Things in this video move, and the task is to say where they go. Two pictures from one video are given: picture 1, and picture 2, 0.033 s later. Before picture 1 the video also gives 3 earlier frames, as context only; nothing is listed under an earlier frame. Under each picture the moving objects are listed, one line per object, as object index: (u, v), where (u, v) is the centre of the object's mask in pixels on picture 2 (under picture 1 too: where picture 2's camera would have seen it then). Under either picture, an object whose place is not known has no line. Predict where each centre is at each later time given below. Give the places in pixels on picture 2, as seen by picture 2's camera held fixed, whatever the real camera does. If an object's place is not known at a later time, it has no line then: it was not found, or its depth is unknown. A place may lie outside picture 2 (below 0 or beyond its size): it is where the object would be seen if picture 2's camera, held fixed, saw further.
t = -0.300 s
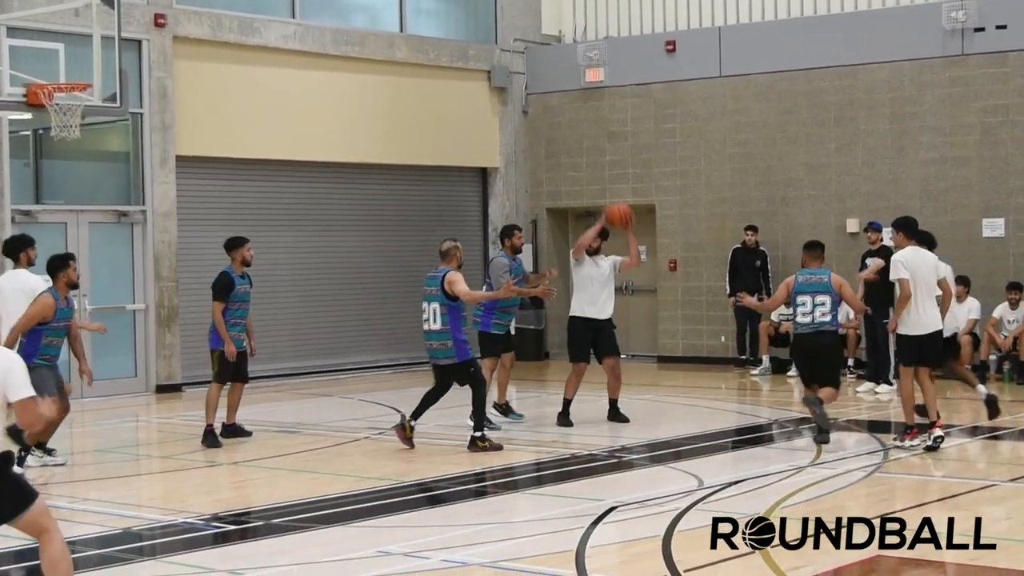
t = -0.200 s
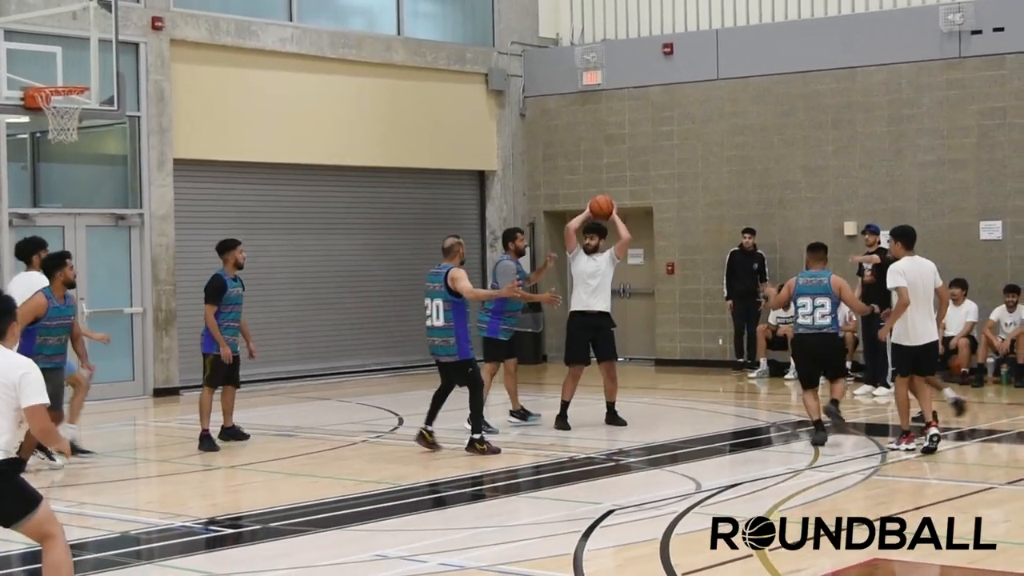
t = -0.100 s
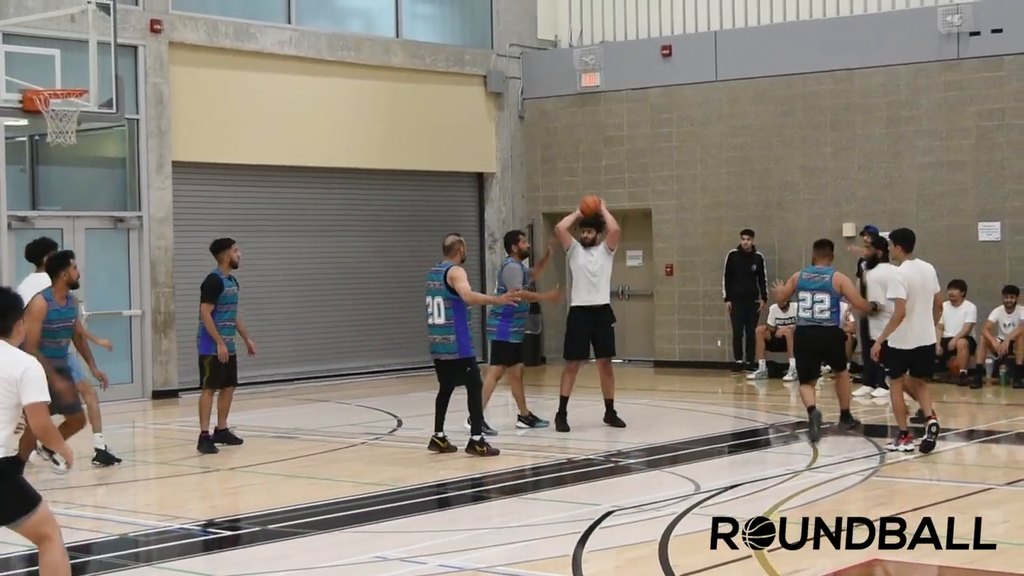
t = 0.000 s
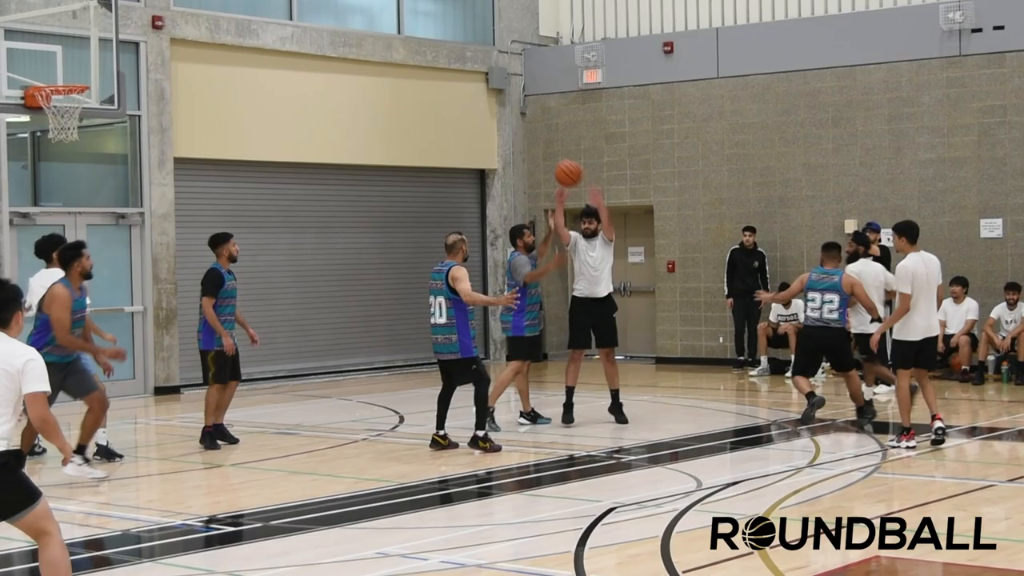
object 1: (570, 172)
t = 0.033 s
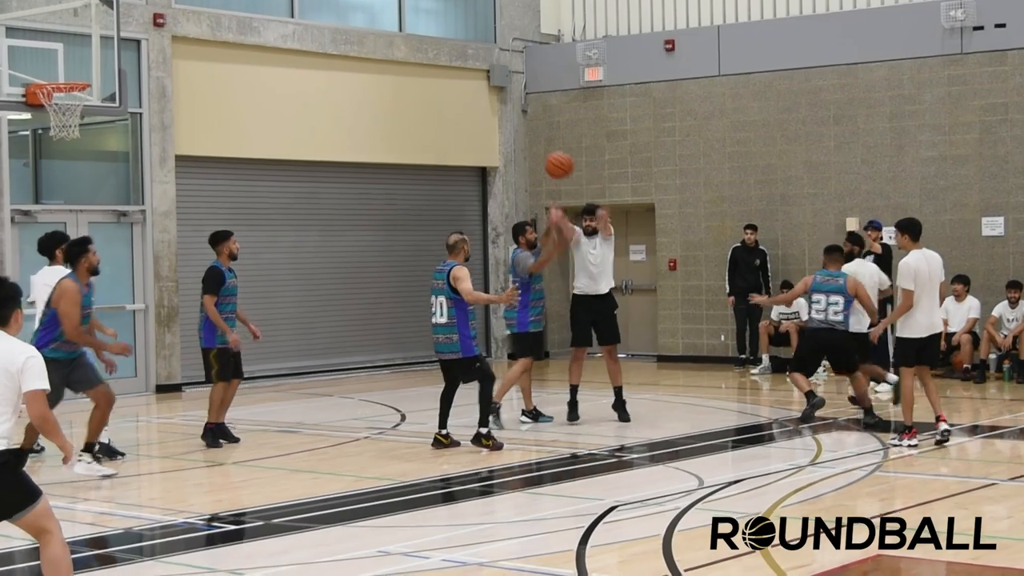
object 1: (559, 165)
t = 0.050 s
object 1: (553, 161)
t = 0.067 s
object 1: (547, 159)
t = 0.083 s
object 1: (541, 157)
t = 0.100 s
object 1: (535, 155)
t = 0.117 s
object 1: (529, 154)
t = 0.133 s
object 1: (523, 153)
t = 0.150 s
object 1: (516, 151)
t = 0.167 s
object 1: (509, 150)
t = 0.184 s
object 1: (502, 151)
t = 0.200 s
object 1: (495, 152)
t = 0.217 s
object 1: (487, 153)
